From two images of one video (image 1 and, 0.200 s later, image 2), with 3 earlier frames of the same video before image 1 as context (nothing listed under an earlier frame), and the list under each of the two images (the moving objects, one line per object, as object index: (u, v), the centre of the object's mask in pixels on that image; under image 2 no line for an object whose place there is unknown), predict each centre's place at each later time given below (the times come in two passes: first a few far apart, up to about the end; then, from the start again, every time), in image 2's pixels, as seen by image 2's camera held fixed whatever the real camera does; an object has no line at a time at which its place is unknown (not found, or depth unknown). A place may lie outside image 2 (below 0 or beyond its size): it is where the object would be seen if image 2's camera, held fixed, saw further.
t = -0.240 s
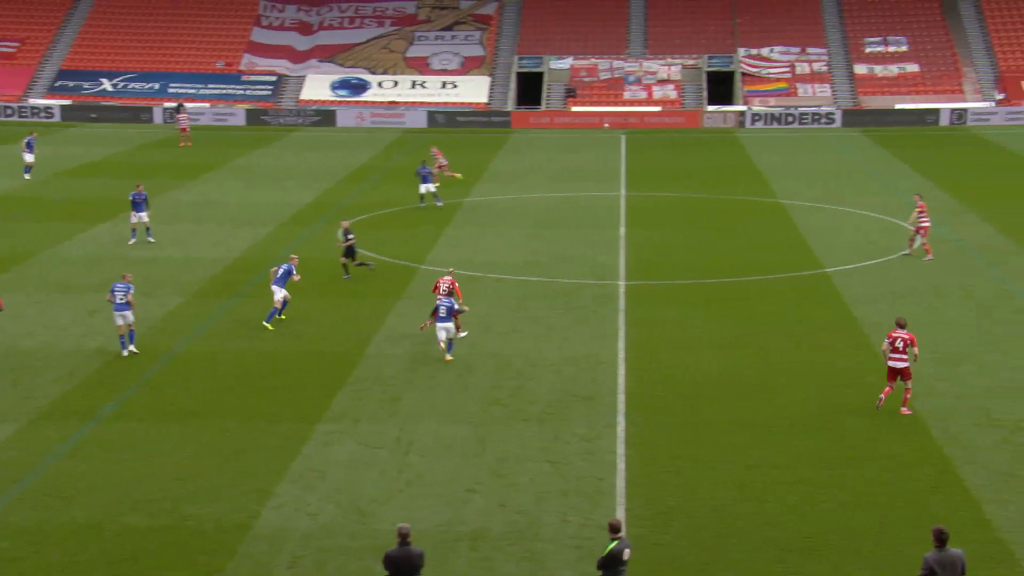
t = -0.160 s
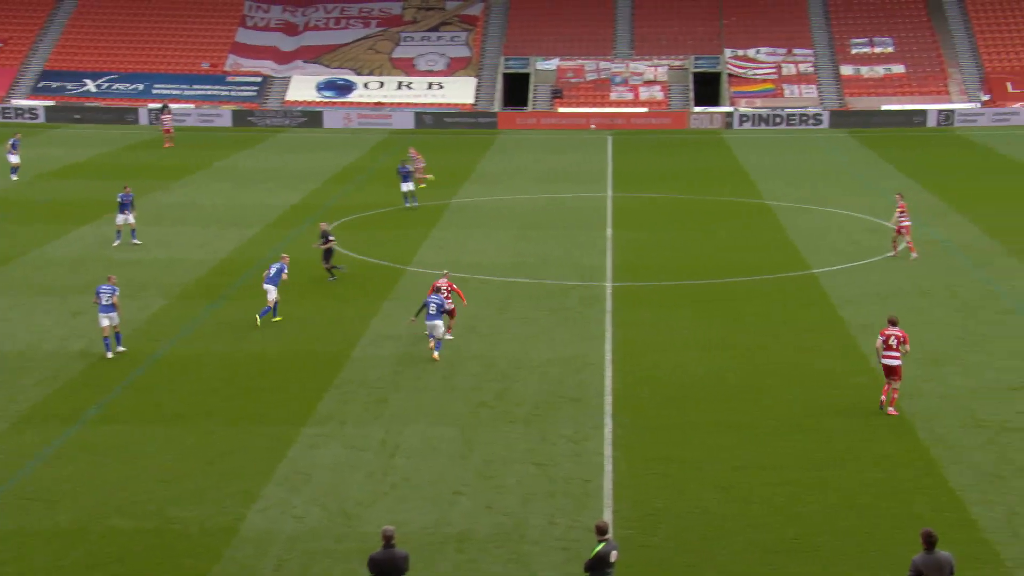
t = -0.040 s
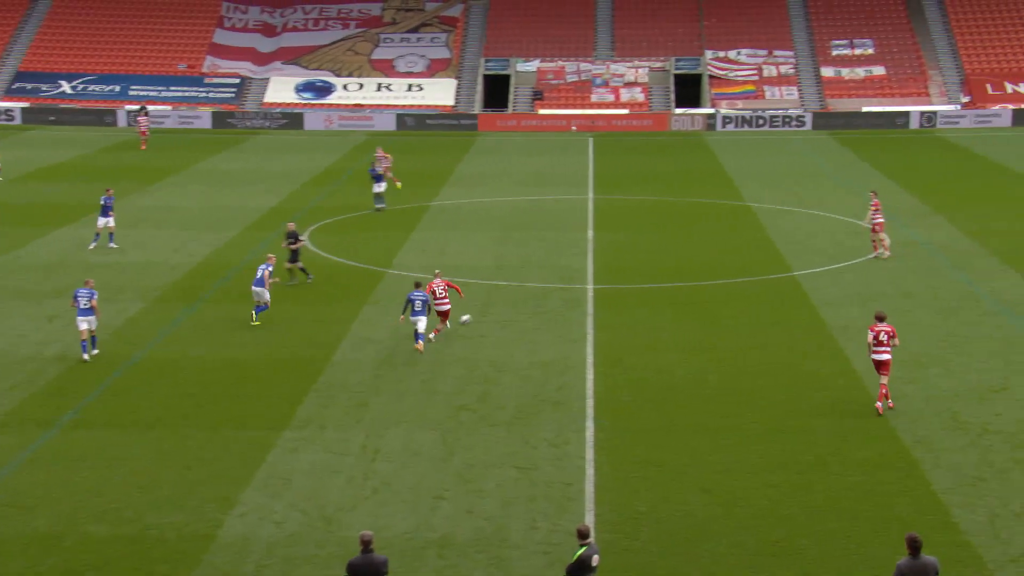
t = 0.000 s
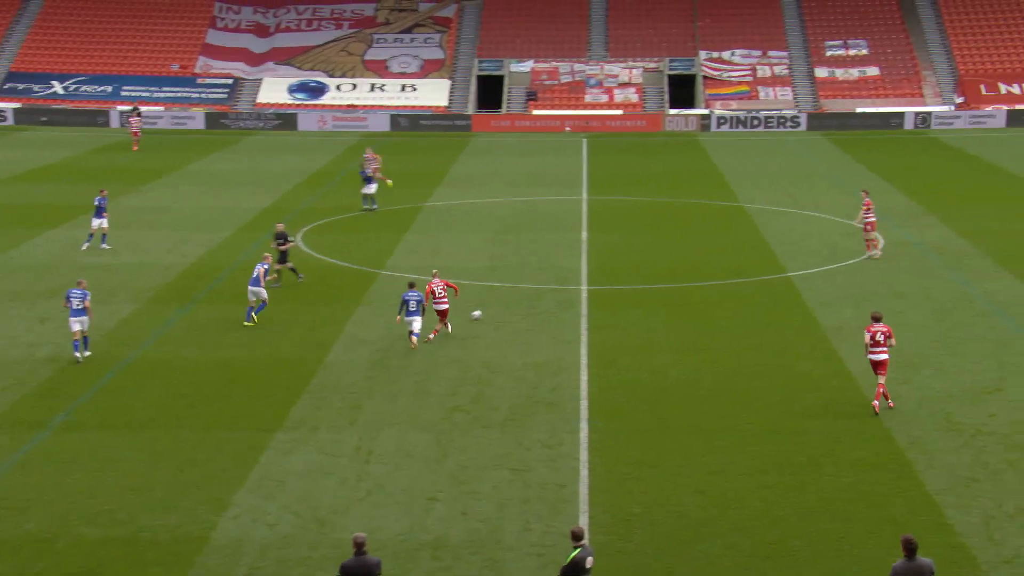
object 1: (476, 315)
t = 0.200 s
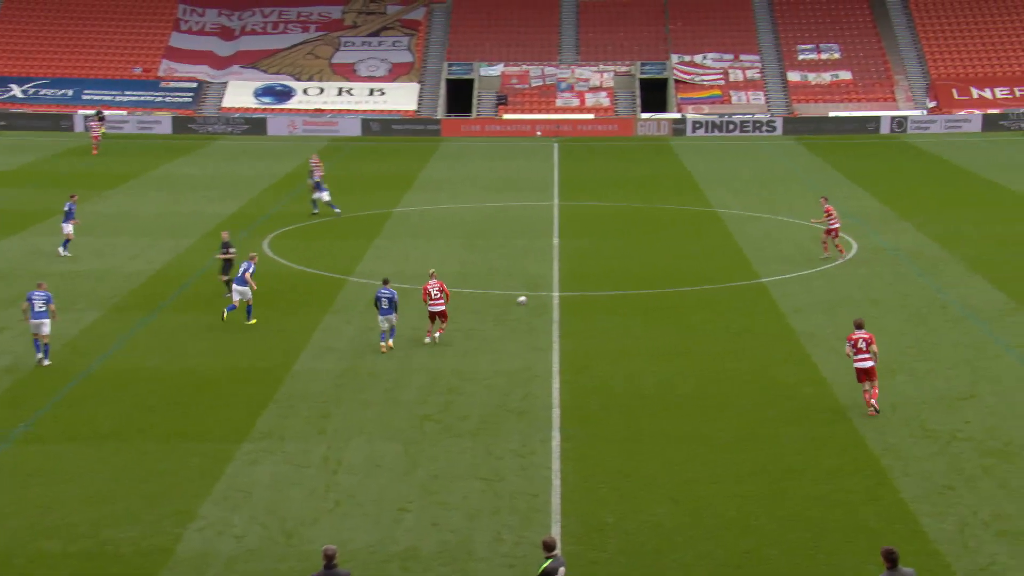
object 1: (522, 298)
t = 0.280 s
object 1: (546, 293)
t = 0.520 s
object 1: (610, 275)
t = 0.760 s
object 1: (661, 261)
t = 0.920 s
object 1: (690, 254)
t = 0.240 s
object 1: (534, 296)
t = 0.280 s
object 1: (546, 293)
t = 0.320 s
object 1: (558, 290)
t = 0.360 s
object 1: (569, 287)
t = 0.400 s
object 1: (579, 283)
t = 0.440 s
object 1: (590, 280)
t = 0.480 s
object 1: (600, 278)
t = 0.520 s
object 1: (610, 275)
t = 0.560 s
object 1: (619, 272)
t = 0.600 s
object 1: (628, 270)
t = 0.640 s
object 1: (637, 268)
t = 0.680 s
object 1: (645, 265)
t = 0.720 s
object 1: (653, 262)
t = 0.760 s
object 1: (661, 261)
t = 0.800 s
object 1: (669, 259)
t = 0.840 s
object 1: (677, 258)
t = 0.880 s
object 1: (683, 256)
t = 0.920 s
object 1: (690, 254)
